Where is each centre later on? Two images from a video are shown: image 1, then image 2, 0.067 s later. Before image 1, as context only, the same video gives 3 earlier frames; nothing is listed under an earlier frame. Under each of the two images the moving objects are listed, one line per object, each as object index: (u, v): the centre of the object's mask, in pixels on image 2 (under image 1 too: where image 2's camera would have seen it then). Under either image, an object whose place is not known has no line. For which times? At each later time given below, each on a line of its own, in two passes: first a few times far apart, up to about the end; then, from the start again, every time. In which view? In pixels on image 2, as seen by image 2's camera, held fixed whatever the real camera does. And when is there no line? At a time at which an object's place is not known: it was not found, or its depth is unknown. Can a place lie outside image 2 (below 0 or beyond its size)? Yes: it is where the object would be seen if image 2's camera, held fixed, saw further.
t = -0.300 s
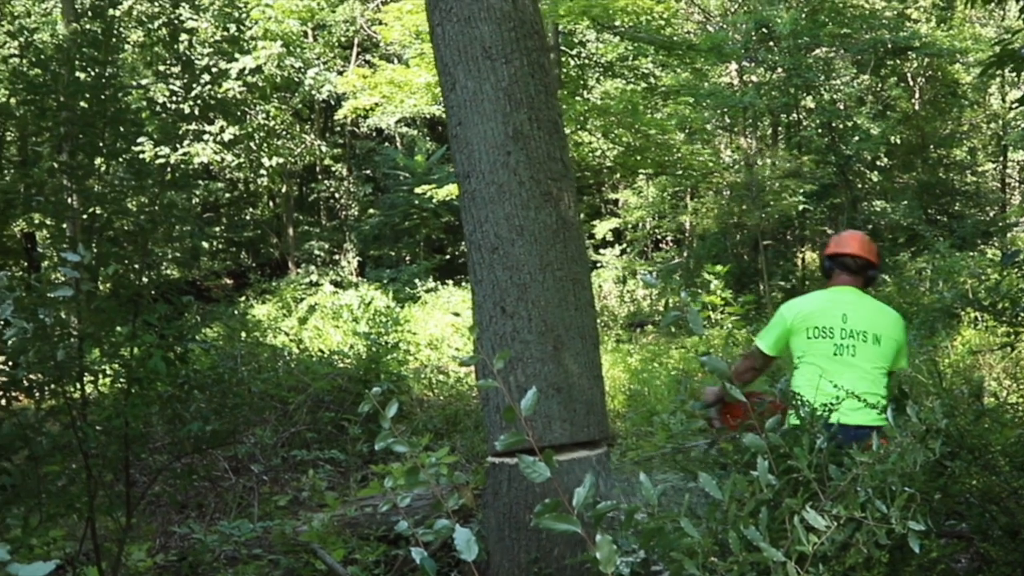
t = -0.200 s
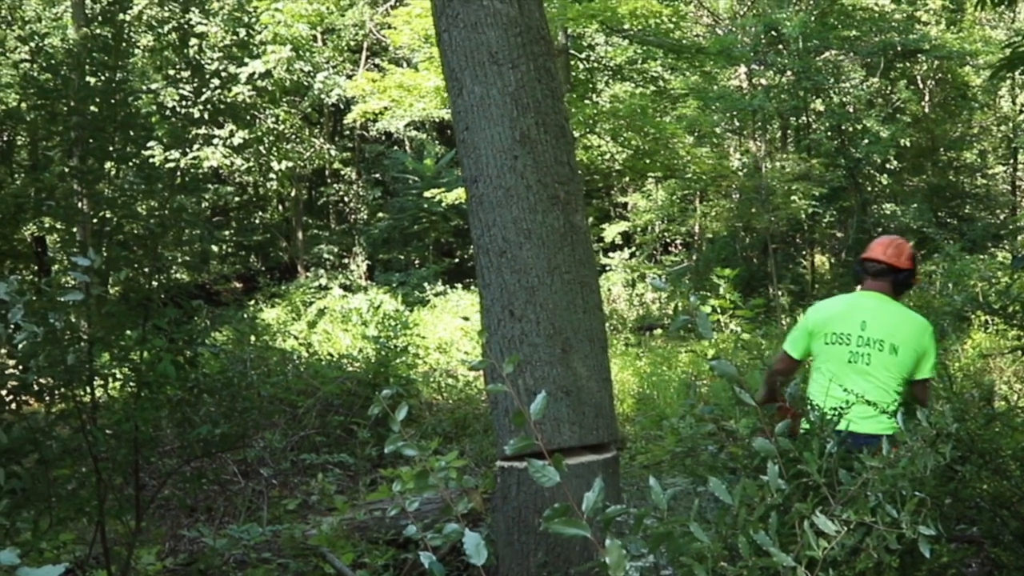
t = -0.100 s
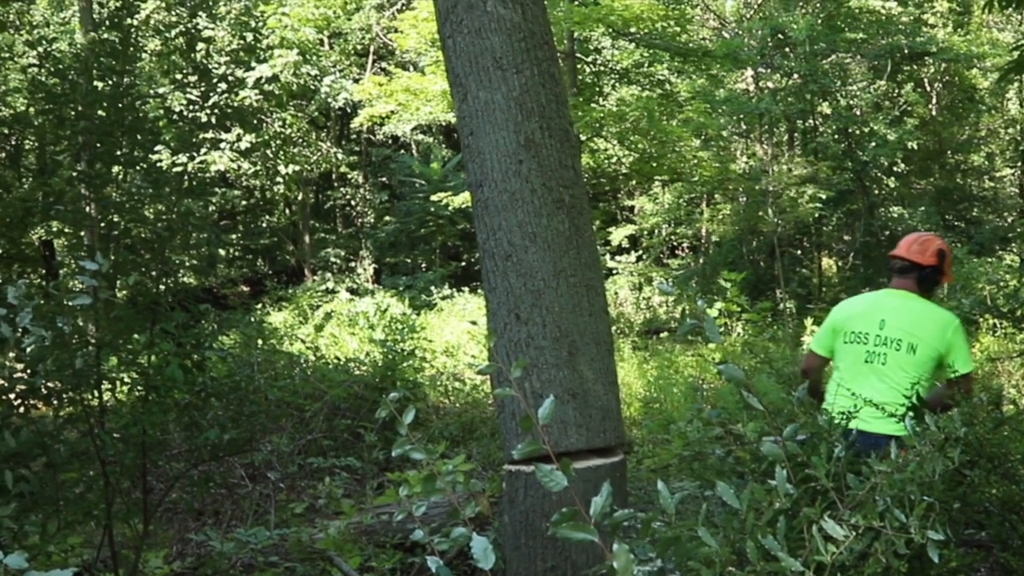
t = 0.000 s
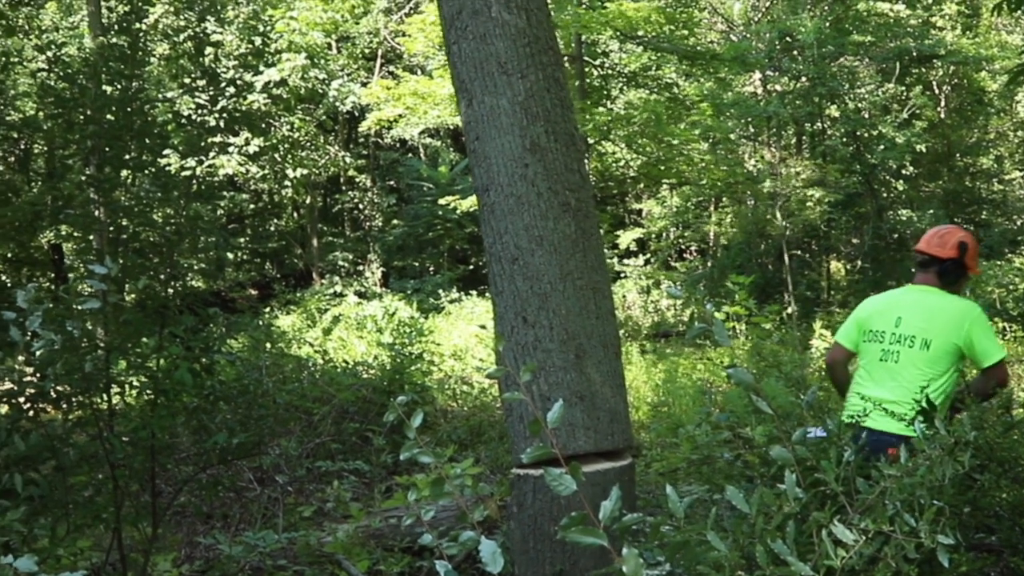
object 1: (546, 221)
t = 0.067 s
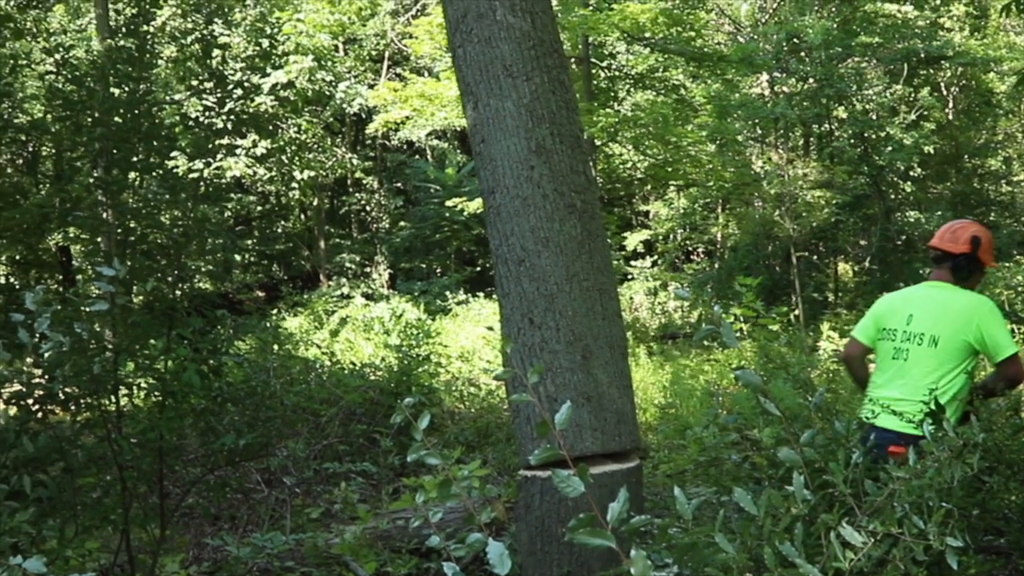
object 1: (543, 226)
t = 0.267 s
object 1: (539, 218)
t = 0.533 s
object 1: (530, 224)
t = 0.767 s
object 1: (522, 227)
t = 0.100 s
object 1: (543, 220)
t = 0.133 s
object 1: (542, 219)
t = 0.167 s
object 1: (542, 219)
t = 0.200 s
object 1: (541, 219)
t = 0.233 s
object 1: (539, 218)
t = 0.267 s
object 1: (539, 218)
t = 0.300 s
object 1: (538, 224)
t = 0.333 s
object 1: (537, 224)
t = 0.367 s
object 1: (536, 225)
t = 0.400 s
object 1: (534, 224)
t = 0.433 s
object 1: (534, 224)
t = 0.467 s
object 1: (532, 225)
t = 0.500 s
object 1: (532, 216)
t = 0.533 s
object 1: (530, 224)
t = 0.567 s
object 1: (529, 224)
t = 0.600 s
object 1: (528, 224)
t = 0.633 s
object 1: (526, 225)
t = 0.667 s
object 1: (525, 227)
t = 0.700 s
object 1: (524, 227)
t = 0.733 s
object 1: (523, 227)
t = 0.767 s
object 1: (522, 227)
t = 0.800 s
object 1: (520, 225)
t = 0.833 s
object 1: (519, 226)
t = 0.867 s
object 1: (518, 228)
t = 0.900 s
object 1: (516, 223)
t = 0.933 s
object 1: (514, 220)
